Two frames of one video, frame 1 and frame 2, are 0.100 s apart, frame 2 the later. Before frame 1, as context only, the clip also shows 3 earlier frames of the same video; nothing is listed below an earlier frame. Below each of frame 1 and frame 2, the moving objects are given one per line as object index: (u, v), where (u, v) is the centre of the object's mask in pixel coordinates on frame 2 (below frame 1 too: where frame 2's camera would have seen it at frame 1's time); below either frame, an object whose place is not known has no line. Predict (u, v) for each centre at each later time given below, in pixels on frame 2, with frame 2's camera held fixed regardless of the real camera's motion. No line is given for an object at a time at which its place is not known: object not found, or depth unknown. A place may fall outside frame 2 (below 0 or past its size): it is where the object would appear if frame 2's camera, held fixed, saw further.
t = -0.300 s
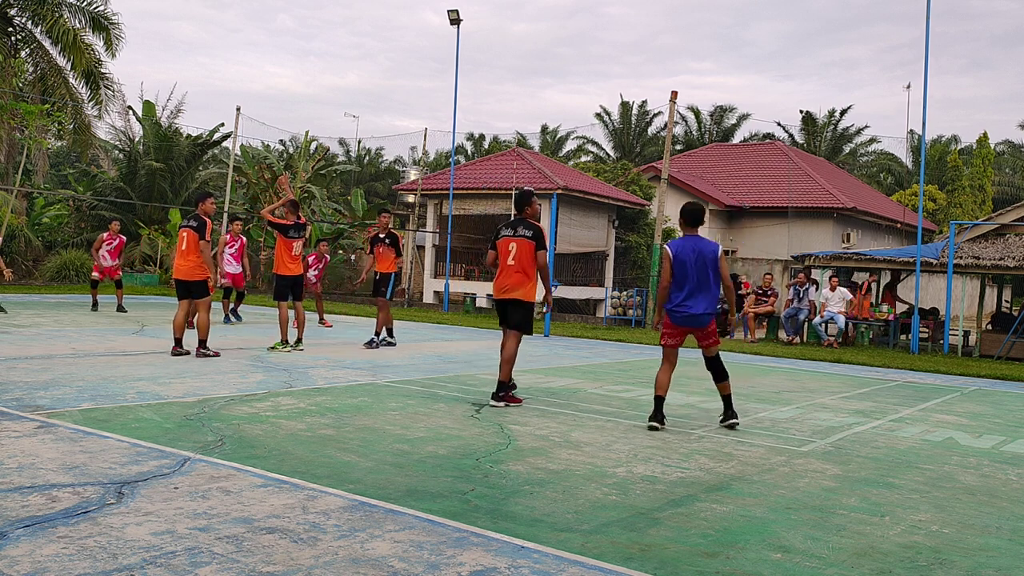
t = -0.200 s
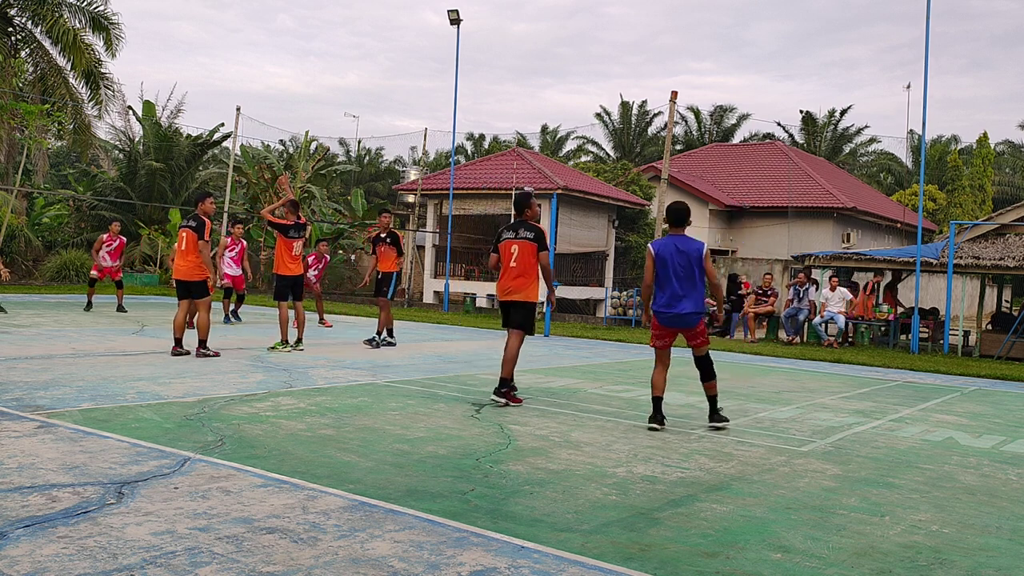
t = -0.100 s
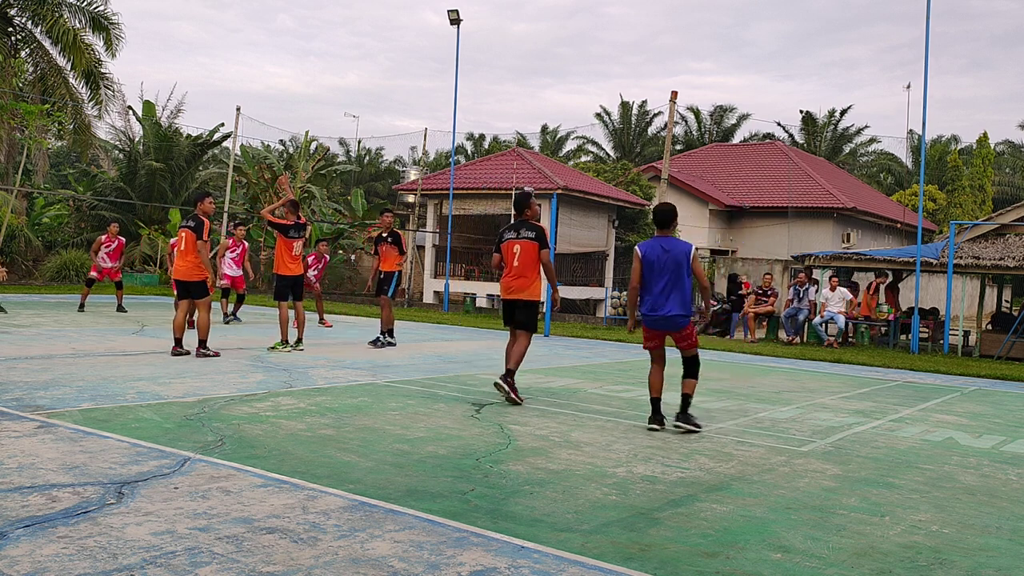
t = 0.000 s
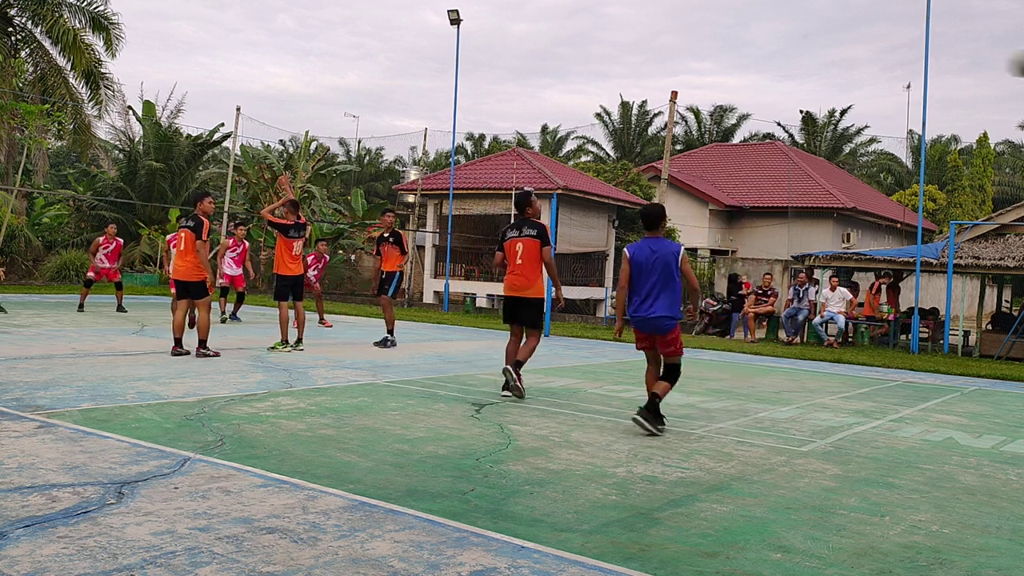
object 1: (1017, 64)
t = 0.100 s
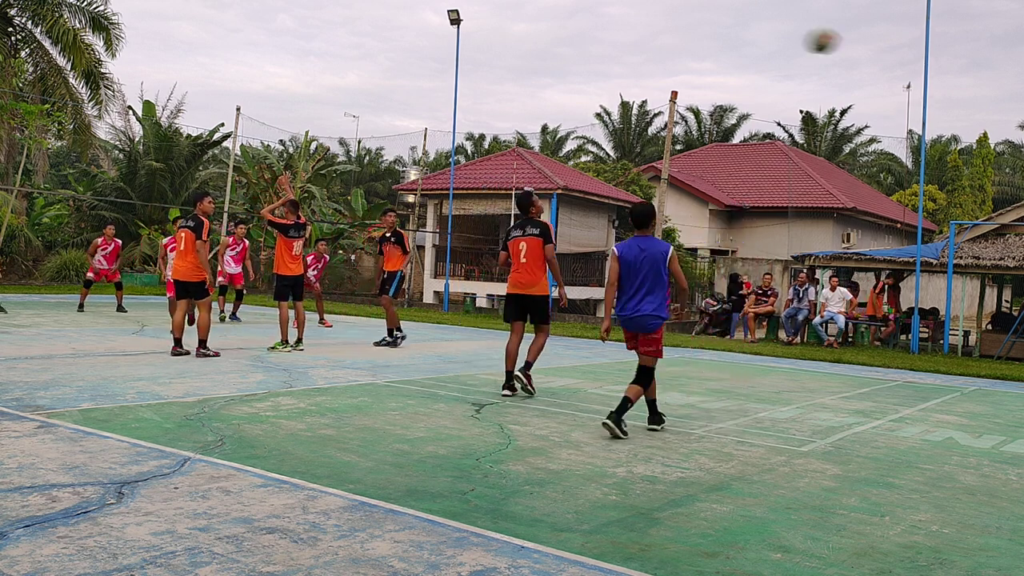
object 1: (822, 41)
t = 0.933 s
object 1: (5, 170)
